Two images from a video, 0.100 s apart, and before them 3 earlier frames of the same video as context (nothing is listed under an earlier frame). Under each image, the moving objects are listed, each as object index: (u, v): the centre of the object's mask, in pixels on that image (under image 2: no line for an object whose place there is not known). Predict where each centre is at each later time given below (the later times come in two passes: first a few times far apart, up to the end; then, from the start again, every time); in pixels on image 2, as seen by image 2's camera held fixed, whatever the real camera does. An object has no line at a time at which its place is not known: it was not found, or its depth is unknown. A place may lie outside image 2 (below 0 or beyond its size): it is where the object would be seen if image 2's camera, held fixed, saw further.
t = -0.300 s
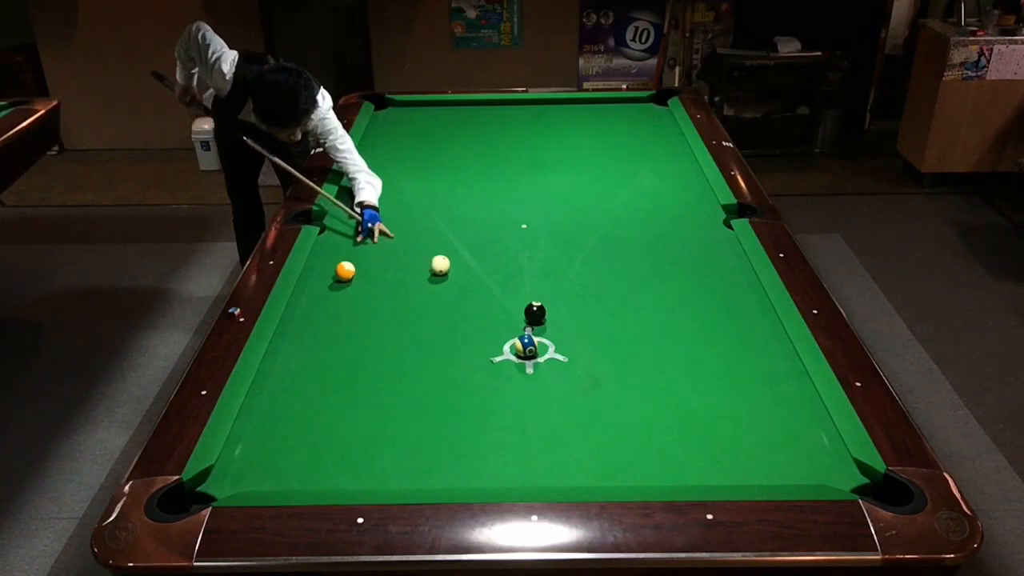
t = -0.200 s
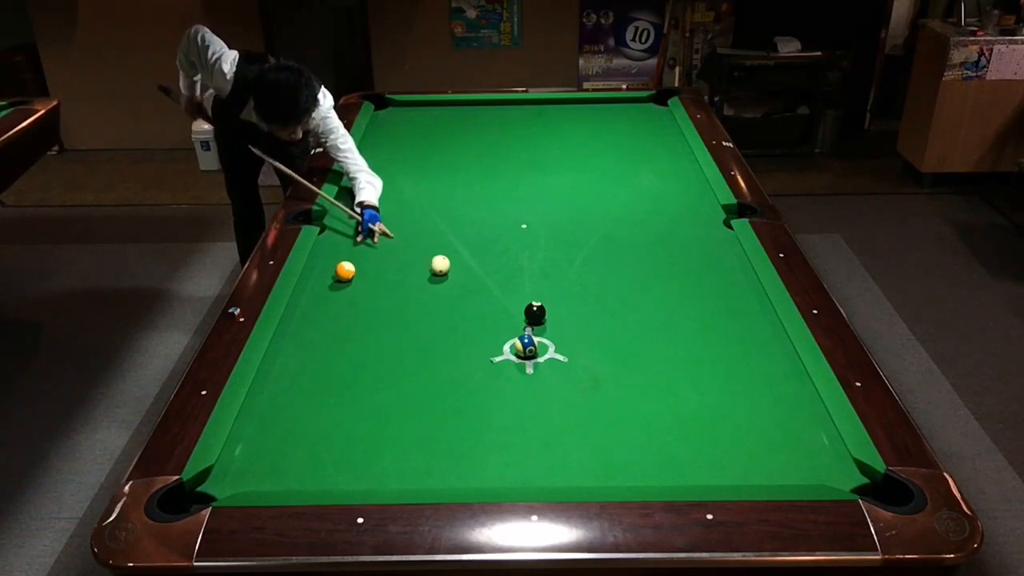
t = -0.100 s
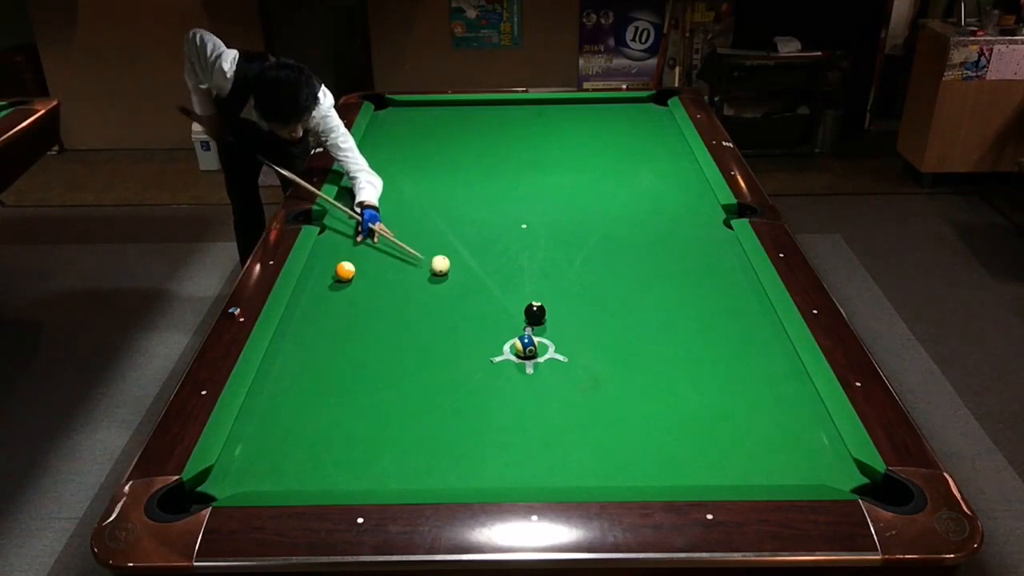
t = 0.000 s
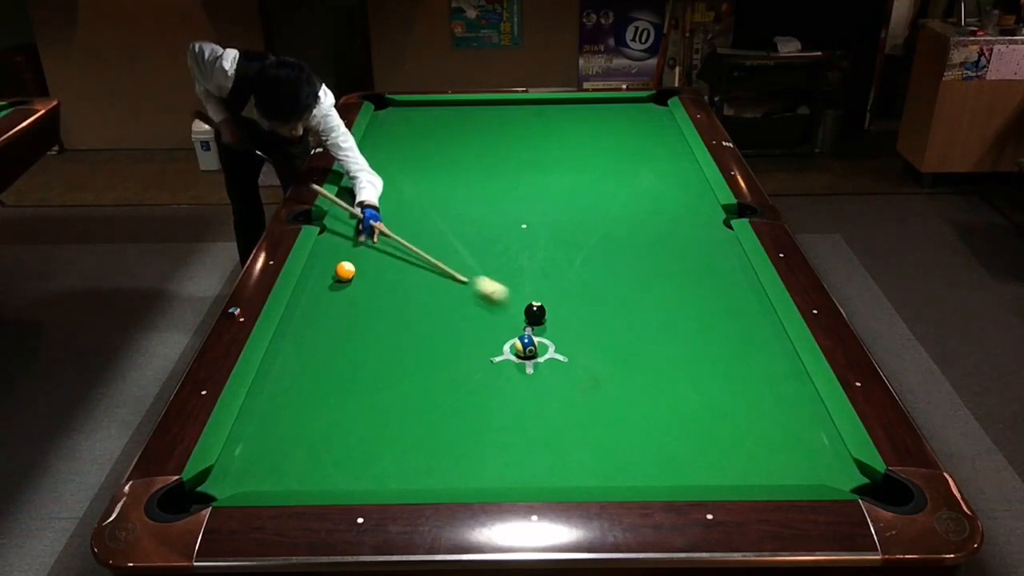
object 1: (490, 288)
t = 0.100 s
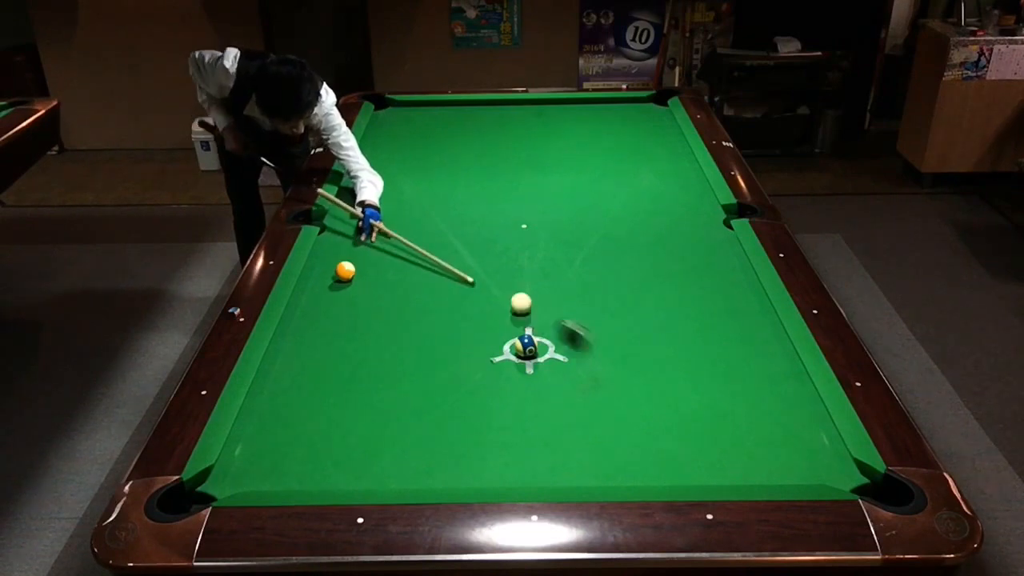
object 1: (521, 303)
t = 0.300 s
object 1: (507, 292)
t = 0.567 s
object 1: (486, 278)
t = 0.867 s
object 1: (465, 263)
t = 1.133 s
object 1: (448, 251)
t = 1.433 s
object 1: (431, 240)
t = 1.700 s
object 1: (418, 231)
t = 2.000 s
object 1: (405, 222)
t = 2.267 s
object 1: (394, 215)
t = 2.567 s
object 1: (383, 208)
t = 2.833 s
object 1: (375, 203)
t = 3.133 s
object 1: (366, 198)
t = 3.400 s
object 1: (360, 194)
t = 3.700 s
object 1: (354, 191)
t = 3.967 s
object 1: (350, 188)
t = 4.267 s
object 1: (349, 186)
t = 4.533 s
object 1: (350, 185)
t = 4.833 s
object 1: (350, 185)
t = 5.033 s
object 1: (350, 186)
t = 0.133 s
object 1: (520, 302)
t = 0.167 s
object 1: (518, 300)
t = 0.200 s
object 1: (515, 299)
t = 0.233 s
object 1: (512, 297)
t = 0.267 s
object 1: (510, 295)
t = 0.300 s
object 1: (507, 292)
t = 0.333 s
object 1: (504, 290)
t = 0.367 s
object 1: (501, 289)
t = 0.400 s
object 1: (499, 287)
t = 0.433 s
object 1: (496, 285)
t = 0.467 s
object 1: (493, 283)
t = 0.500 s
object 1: (491, 281)
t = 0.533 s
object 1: (488, 279)
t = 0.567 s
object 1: (486, 278)
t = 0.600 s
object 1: (483, 276)
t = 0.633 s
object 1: (481, 274)
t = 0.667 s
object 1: (479, 272)
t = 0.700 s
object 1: (476, 271)
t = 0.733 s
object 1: (474, 269)
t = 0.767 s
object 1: (472, 268)
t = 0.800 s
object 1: (469, 266)
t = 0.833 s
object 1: (467, 265)
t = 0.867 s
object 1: (465, 263)
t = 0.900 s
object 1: (463, 262)
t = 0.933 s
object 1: (460, 260)
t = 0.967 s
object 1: (458, 259)
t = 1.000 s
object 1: (456, 257)
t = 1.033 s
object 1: (454, 256)
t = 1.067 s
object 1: (452, 254)
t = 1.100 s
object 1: (450, 253)
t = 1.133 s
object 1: (448, 251)
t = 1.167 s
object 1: (446, 250)
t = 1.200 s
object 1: (444, 249)
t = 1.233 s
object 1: (442, 248)
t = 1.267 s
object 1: (440, 246)
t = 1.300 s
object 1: (438, 245)
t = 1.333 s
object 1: (437, 244)
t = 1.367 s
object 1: (435, 242)
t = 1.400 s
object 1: (433, 241)
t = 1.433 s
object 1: (431, 240)
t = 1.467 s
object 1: (430, 239)
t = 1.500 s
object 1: (428, 238)
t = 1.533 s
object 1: (426, 236)
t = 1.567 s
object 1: (424, 235)
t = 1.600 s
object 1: (423, 234)
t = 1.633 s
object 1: (421, 233)
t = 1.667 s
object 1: (419, 232)
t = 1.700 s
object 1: (418, 231)
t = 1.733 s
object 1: (416, 230)
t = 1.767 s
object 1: (415, 229)
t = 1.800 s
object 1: (413, 228)
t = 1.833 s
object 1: (412, 227)
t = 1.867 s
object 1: (410, 226)
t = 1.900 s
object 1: (409, 225)
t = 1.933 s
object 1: (407, 224)
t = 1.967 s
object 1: (406, 223)
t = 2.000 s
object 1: (405, 222)
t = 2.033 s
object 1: (403, 221)
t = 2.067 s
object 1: (402, 220)
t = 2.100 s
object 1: (400, 220)
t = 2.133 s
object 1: (399, 219)
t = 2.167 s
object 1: (398, 218)
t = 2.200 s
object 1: (396, 217)
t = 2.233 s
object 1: (395, 216)
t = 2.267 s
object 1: (394, 215)
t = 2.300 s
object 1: (393, 214)
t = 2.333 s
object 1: (391, 213)
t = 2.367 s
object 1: (390, 213)
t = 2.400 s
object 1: (389, 212)
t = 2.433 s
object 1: (388, 211)
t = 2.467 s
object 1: (387, 210)
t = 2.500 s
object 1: (385, 209)
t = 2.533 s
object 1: (384, 209)
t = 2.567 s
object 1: (383, 208)
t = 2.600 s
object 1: (382, 207)
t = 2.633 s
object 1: (381, 207)
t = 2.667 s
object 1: (380, 206)
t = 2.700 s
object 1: (379, 206)
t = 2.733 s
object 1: (378, 205)
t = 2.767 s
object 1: (377, 204)
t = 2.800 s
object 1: (376, 204)
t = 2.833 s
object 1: (375, 203)
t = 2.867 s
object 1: (374, 203)
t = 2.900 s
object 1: (373, 202)
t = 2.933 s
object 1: (372, 201)
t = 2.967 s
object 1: (371, 201)
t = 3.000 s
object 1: (370, 200)
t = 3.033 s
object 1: (369, 200)
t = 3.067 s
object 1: (368, 199)
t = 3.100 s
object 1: (367, 199)
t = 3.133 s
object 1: (366, 198)
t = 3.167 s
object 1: (366, 198)
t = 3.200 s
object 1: (365, 197)
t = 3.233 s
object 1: (364, 197)
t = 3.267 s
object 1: (363, 196)
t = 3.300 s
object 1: (362, 196)
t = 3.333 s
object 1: (362, 195)
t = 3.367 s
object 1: (361, 195)
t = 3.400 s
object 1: (360, 194)
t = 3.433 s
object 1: (359, 194)
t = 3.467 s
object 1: (359, 193)
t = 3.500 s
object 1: (358, 193)
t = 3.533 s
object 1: (357, 193)
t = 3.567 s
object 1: (357, 192)
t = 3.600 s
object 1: (356, 192)
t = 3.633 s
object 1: (355, 191)
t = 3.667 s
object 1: (355, 191)
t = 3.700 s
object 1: (354, 191)
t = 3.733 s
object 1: (353, 190)
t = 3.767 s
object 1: (353, 190)
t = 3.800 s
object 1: (352, 190)
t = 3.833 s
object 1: (352, 189)
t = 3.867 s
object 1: (351, 189)
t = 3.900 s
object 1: (351, 189)
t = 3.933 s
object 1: (350, 188)
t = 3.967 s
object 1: (350, 188)
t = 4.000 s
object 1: (349, 188)
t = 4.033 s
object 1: (349, 187)
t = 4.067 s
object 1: (348, 187)
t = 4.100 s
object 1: (348, 187)
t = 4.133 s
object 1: (347, 187)
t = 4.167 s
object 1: (348, 187)
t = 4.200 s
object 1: (348, 186)
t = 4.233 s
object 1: (348, 186)
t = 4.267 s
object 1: (349, 186)
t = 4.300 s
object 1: (349, 186)
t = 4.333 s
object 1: (349, 186)
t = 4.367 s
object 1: (349, 186)
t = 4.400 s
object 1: (349, 186)
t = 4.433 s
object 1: (350, 186)
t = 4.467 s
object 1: (350, 186)
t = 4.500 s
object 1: (350, 186)
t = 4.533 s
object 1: (350, 185)
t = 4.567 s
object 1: (350, 185)
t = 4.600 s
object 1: (350, 185)
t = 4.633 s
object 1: (350, 185)
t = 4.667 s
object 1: (350, 185)
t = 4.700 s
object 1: (350, 185)
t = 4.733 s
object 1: (350, 185)
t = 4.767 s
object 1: (350, 185)
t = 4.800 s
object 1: (350, 185)
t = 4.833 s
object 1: (350, 185)
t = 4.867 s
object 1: (350, 185)
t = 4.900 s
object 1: (350, 185)
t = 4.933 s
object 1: (350, 185)
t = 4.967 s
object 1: (350, 185)
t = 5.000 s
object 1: (350, 186)
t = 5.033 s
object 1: (350, 186)
